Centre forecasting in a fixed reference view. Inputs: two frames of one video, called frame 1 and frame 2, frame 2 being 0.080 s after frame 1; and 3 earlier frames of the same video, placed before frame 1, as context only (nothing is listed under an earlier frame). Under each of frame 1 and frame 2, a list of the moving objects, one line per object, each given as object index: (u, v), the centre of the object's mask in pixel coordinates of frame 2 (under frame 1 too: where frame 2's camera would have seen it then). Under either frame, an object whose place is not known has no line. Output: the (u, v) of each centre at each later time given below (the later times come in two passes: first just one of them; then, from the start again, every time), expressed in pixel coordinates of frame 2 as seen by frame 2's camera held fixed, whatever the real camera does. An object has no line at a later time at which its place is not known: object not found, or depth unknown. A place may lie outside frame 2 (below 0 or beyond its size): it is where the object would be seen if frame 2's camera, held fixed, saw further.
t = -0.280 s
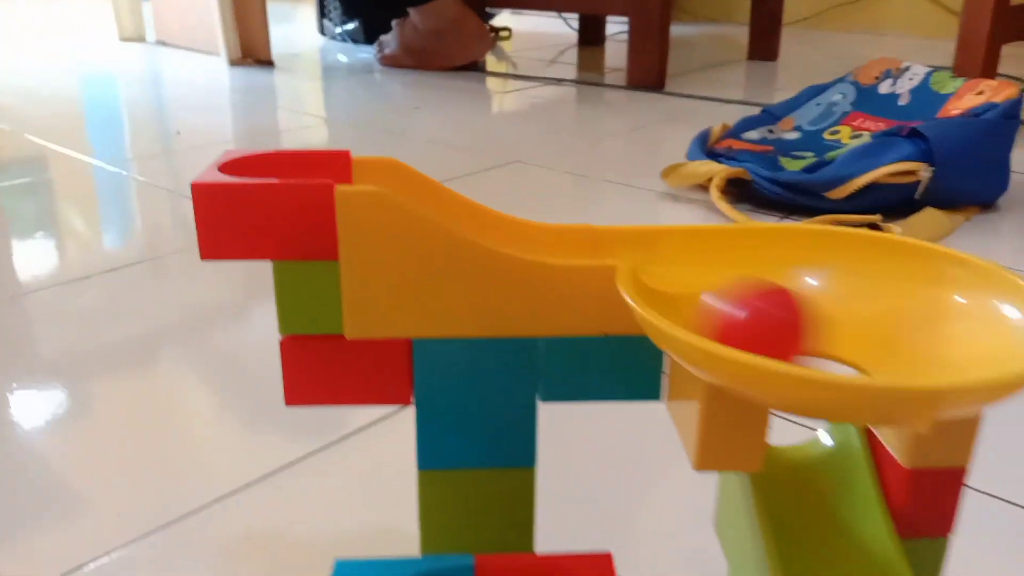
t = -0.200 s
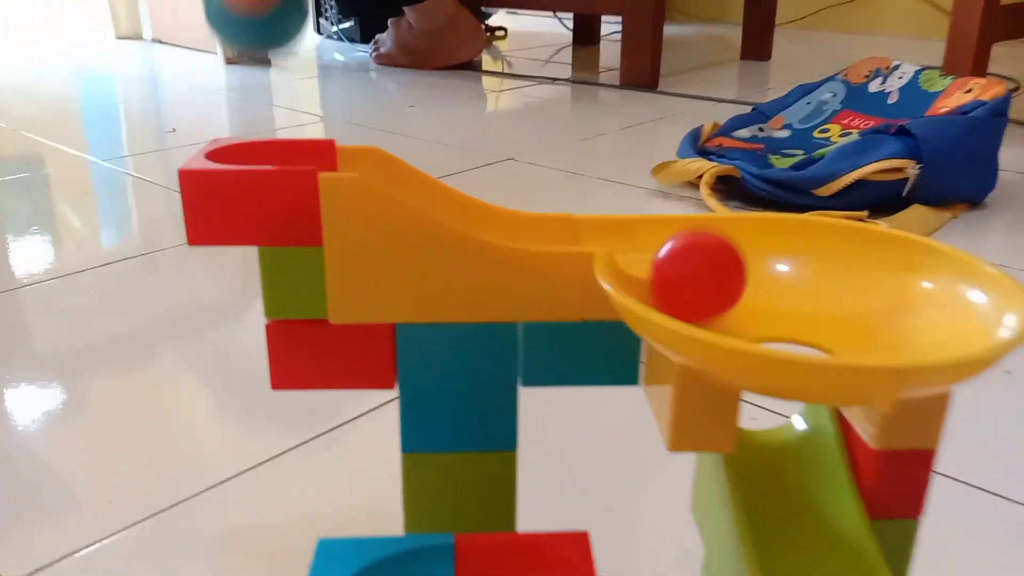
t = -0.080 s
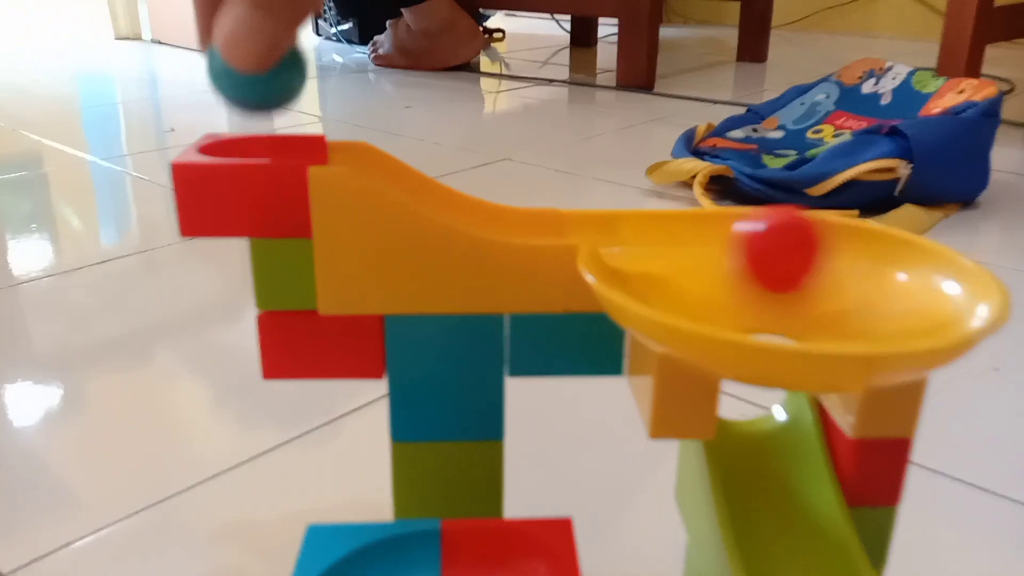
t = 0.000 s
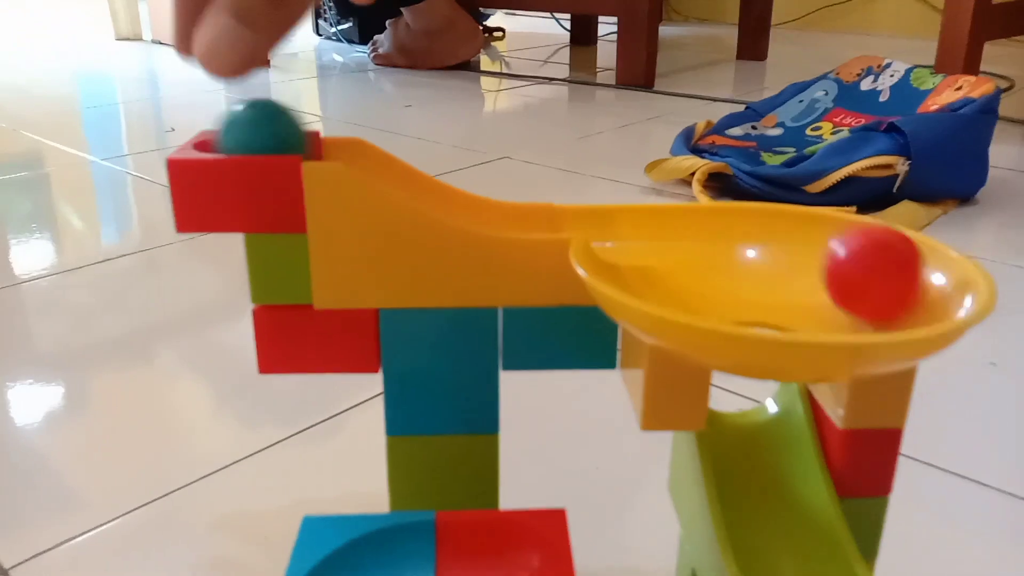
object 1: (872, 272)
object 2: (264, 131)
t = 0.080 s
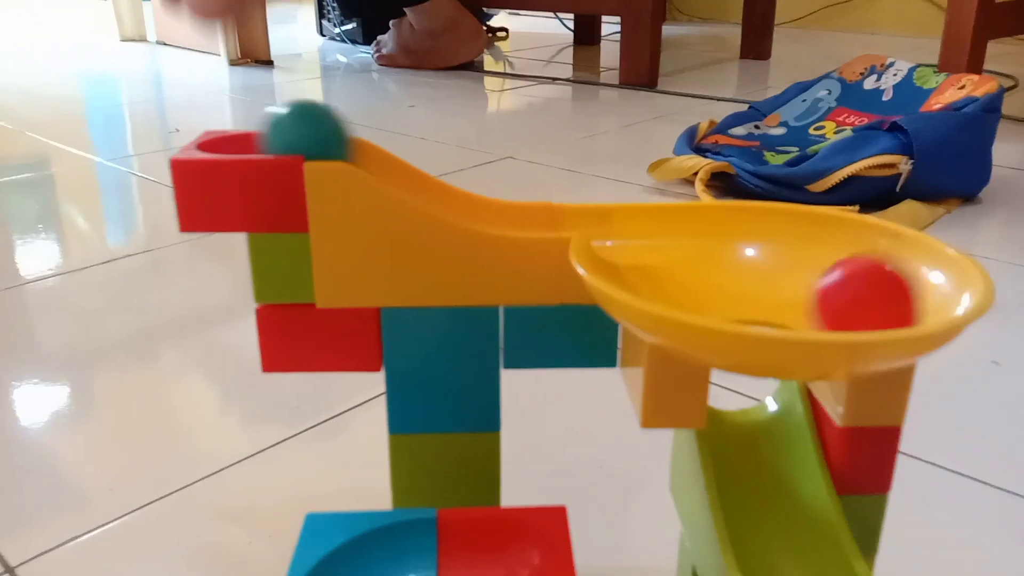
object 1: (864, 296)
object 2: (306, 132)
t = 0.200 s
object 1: (697, 284)
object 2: (432, 180)
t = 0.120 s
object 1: (828, 301)
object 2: (331, 136)
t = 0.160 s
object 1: (782, 301)
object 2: (358, 143)
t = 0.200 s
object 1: (697, 284)
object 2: (432, 180)
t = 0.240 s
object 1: (673, 274)
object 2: (487, 201)
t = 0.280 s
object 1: (664, 267)
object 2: (540, 207)
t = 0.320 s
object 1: (669, 263)
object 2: (606, 214)
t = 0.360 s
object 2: (639, 213)
